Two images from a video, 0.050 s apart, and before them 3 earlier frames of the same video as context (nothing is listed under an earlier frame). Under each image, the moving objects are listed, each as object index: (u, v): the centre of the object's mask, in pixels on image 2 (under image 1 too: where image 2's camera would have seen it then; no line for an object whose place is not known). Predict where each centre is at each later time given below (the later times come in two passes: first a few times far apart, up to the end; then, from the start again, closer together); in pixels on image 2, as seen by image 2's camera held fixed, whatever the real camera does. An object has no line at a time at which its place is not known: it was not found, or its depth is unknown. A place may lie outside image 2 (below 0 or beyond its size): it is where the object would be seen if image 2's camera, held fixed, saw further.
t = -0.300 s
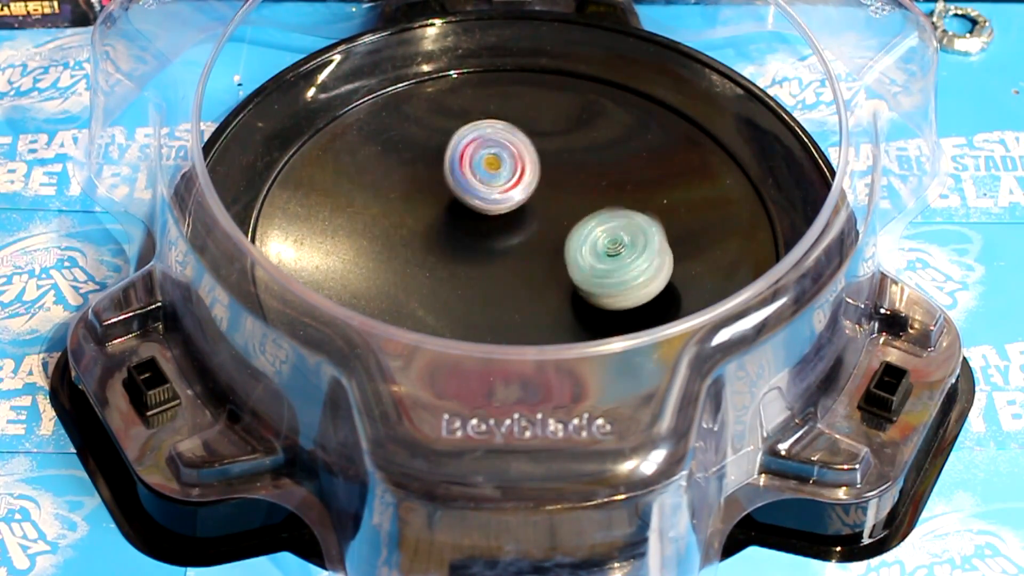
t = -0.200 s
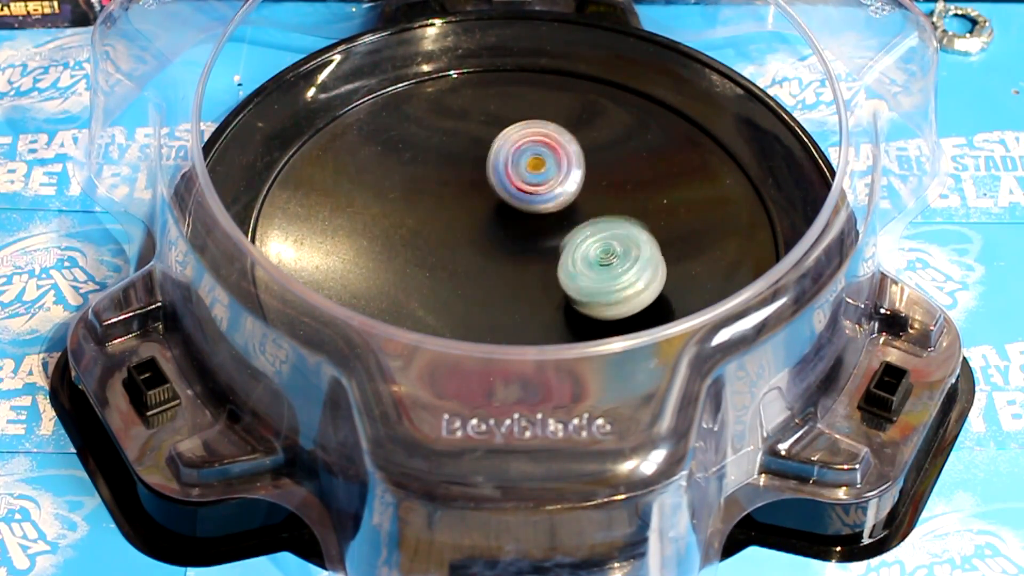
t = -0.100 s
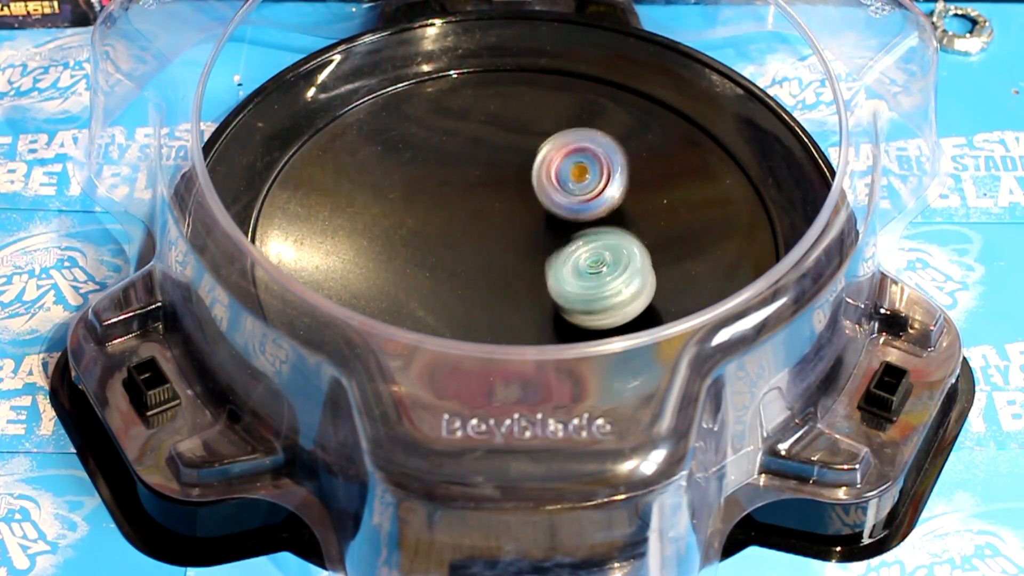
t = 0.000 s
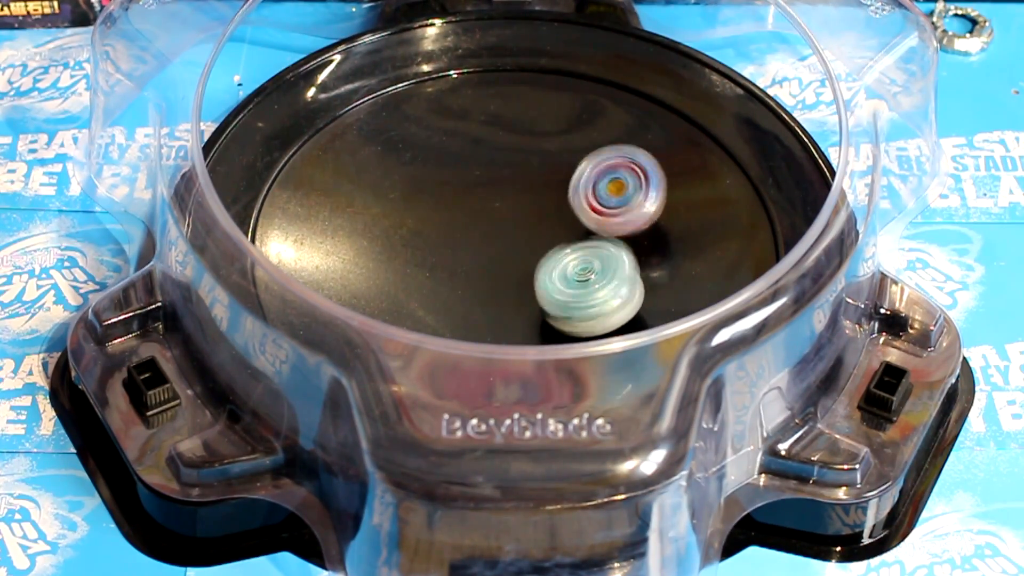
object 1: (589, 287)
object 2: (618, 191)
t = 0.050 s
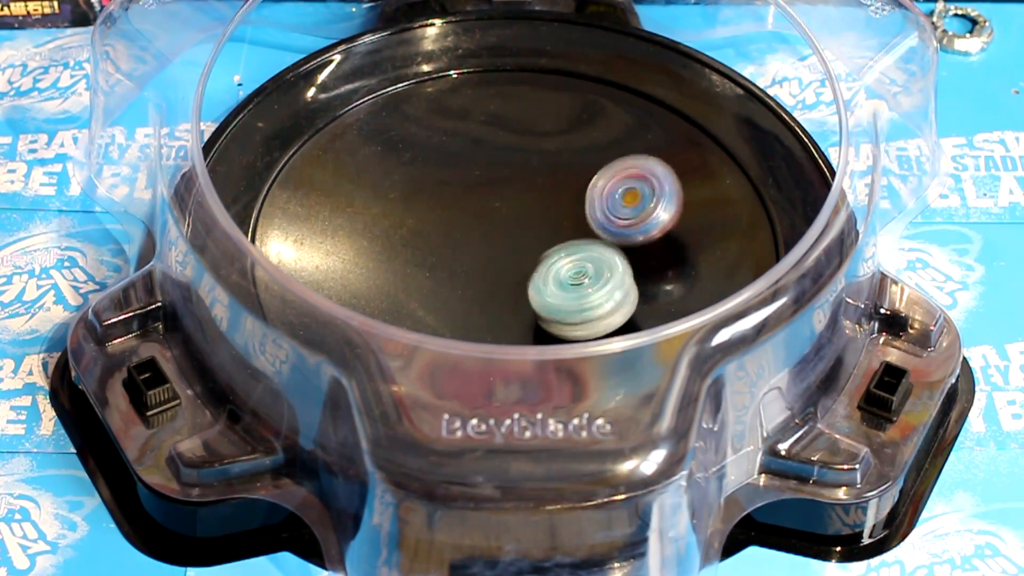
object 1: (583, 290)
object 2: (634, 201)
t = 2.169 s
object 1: (506, 176)
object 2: (596, 241)
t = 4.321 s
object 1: (518, 317)
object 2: (546, 253)
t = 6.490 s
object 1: (613, 193)
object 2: (548, 261)
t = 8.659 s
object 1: (395, 238)
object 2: (719, 218)
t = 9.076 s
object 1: (627, 282)
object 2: (607, 206)
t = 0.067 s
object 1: (581, 292)
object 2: (638, 205)
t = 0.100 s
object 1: (576, 294)
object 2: (645, 213)
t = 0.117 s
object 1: (574, 295)
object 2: (649, 217)
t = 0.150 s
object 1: (570, 297)
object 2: (654, 225)
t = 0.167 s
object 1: (568, 298)
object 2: (656, 229)
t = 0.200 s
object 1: (563, 300)
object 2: (658, 238)
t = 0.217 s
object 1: (561, 300)
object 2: (659, 243)
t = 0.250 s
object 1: (556, 302)
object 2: (658, 252)
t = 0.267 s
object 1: (552, 302)
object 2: (658, 256)
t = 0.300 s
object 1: (548, 303)
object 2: (655, 265)
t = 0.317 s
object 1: (545, 304)
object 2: (652, 270)
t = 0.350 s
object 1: (539, 304)
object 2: (646, 278)
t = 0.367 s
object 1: (537, 305)
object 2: (643, 283)
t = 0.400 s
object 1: (532, 305)
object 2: (635, 290)
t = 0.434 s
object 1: (522, 304)
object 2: (634, 294)
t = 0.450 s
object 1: (517, 305)
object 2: (636, 296)
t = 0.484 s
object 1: (508, 305)
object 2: (634, 299)
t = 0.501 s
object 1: (505, 304)
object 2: (632, 300)
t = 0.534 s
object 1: (497, 304)
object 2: (627, 302)
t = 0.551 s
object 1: (495, 303)
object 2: (624, 302)
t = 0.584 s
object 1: (489, 303)
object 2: (616, 303)
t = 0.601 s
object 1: (485, 302)
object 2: (612, 302)
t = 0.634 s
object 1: (480, 301)
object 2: (602, 304)
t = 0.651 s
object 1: (477, 302)
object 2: (596, 304)
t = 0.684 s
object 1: (472, 300)
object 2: (583, 303)
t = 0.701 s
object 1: (469, 300)
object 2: (577, 303)
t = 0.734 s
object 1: (462, 299)
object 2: (571, 300)
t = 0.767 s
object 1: (455, 297)
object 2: (565, 296)
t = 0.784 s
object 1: (452, 296)
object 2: (561, 294)
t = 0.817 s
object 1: (447, 295)
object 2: (553, 289)
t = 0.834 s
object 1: (446, 293)
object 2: (549, 286)
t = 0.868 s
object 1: (430, 290)
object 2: (567, 278)
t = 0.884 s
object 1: (422, 288)
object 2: (577, 274)
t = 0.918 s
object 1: (411, 284)
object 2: (591, 266)
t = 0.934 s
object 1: (407, 284)
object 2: (597, 262)
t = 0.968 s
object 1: (399, 281)
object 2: (603, 253)
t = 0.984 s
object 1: (397, 280)
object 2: (603, 249)
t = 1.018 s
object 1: (393, 277)
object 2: (605, 239)
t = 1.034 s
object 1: (392, 275)
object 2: (606, 234)
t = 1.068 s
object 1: (390, 273)
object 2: (608, 224)
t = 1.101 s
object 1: (389, 270)
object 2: (610, 216)
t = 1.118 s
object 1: (390, 267)
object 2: (612, 211)
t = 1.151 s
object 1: (393, 265)
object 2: (613, 204)
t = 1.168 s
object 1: (393, 264)
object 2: (614, 202)
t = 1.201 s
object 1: (397, 260)
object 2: (615, 196)
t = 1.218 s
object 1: (399, 260)
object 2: (614, 195)
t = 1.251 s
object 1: (405, 257)
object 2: (614, 193)
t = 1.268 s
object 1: (409, 255)
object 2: (613, 192)
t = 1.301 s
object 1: (414, 251)
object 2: (613, 192)
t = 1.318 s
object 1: (417, 249)
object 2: (612, 191)
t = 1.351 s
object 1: (425, 245)
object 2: (610, 192)
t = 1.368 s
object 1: (428, 245)
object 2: (609, 193)
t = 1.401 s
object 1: (434, 240)
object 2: (607, 193)
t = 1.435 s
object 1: (442, 234)
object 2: (603, 195)
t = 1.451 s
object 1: (447, 233)
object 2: (602, 196)
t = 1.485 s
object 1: (454, 228)
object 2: (600, 197)
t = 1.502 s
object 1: (458, 225)
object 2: (598, 199)
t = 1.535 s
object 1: (465, 219)
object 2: (595, 200)
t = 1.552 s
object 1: (468, 215)
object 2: (593, 200)
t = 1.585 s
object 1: (478, 210)
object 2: (591, 203)
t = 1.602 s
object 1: (481, 208)
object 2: (590, 203)
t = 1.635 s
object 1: (487, 201)
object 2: (588, 206)
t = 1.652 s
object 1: (485, 197)
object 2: (600, 208)
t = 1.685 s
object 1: (480, 190)
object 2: (617, 212)
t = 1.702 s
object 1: (478, 188)
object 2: (625, 216)
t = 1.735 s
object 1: (476, 185)
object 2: (637, 220)
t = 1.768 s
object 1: (474, 181)
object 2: (643, 224)
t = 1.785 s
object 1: (472, 179)
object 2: (643, 227)
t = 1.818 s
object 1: (472, 176)
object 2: (640, 230)
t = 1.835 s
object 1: (473, 176)
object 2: (638, 231)
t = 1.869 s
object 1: (474, 176)
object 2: (633, 232)
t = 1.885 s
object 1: (476, 175)
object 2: (631, 232)
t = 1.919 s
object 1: (478, 175)
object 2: (625, 232)
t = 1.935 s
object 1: (479, 174)
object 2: (623, 233)
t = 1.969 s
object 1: (482, 174)
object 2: (617, 233)
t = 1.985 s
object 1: (485, 175)
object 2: (614, 233)
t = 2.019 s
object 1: (489, 177)
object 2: (608, 233)
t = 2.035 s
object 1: (492, 178)
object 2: (604, 232)
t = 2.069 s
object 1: (496, 180)
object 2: (599, 232)
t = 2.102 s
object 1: (501, 181)
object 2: (592, 231)
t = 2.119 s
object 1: (504, 180)
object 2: (588, 230)
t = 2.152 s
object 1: (507, 177)
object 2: (592, 237)
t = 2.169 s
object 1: (506, 176)
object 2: (596, 241)
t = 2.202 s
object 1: (506, 172)
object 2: (600, 250)
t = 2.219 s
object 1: (507, 170)
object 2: (602, 254)
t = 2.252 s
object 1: (510, 167)
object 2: (602, 260)
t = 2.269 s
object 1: (511, 165)
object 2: (600, 262)
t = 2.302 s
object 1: (515, 163)
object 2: (598, 263)
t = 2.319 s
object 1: (517, 163)
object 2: (596, 263)
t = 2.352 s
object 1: (521, 162)
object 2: (593, 262)
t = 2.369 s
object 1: (523, 161)
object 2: (592, 261)
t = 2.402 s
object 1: (526, 161)
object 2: (591, 259)
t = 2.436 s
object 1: (530, 162)
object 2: (590, 258)
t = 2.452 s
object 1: (531, 162)
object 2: (590, 258)
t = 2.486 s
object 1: (536, 162)
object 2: (590, 256)
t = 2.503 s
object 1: (538, 163)
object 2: (589, 256)
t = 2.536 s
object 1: (543, 164)
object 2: (589, 254)
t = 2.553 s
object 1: (546, 164)
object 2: (589, 253)
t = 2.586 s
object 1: (550, 167)
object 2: (588, 252)
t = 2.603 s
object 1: (552, 168)
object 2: (587, 251)
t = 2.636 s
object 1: (556, 170)
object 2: (587, 250)
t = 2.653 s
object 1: (558, 170)
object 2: (587, 250)
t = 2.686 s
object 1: (562, 171)
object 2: (586, 248)
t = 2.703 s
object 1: (564, 170)
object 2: (586, 248)
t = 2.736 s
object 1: (572, 170)
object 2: (582, 263)
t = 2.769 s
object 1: (578, 161)
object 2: (576, 293)
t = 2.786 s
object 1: (580, 159)
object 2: (573, 304)
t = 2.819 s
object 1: (584, 155)
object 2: (565, 318)
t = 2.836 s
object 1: (585, 154)
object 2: (558, 337)
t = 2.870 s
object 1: (587, 154)
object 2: (551, 345)
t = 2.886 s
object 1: (588, 155)
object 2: (545, 359)
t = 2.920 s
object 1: (589, 156)
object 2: (541, 369)
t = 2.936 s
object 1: (591, 157)
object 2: (539, 371)
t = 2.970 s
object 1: (592, 161)
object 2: (533, 381)
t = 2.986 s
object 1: (593, 162)
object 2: (533, 381)
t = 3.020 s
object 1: (594, 166)
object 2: (531, 380)
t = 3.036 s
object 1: (595, 169)
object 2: (530, 380)
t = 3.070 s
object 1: (595, 174)
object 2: (529, 371)
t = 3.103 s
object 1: (596, 179)
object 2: (526, 366)
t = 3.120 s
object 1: (596, 181)
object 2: (525, 362)
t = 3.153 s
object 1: (597, 187)
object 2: (522, 360)
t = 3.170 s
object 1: (597, 189)
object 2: (520, 347)
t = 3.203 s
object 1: (598, 194)
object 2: (515, 338)
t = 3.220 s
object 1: (599, 197)
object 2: (512, 332)
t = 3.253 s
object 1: (600, 203)
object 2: (511, 318)
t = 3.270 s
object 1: (600, 205)
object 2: (510, 315)
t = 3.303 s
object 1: (601, 211)
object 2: (509, 307)
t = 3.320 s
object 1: (601, 215)
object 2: (507, 302)
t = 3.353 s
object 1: (601, 221)
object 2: (507, 288)
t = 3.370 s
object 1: (601, 224)
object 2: (507, 281)
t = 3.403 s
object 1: (601, 230)
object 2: (509, 266)
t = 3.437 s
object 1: (606, 235)
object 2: (501, 257)
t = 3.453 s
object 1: (610, 236)
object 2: (490, 248)
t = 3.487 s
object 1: (617, 241)
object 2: (473, 234)
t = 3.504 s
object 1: (620, 244)
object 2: (467, 225)
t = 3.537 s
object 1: (622, 249)
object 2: (455, 212)
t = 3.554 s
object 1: (622, 251)
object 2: (453, 207)
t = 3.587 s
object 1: (623, 256)
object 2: (451, 196)
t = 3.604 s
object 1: (622, 259)
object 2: (453, 194)
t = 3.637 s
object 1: (621, 264)
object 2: (459, 191)
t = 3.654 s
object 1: (621, 266)
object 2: (463, 189)
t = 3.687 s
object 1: (618, 271)
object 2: (470, 189)
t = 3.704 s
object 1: (616, 273)
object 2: (475, 189)
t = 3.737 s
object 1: (613, 277)
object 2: (484, 190)
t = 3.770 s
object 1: (610, 280)
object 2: (493, 192)
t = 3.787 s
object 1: (610, 283)
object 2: (498, 193)
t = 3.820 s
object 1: (606, 287)
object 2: (507, 197)
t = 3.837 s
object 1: (604, 287)
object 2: (512, 200)
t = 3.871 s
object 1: (600, 290)
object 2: (523, 205)
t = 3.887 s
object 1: (598, 293)
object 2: (529, 208)
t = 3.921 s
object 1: (593, 295)
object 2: (538, 216)
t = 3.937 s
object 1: (591, 296)
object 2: (543, 220)
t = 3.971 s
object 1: (586, 300)
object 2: (551, 226)
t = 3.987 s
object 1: (583, 302)
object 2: (553, 226)
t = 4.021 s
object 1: (578, 305)
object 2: (558, 228)
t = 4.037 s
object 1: (575, 306)
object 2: (561, 229)
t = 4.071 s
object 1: (569, 309)
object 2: (563, 234)
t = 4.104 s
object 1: (562, 311)
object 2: (563, 239)
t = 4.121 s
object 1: (558, 313)
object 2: (564, 241)
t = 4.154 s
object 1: (550, 315)
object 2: (563, 244)
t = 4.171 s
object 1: (548, 316)
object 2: (563, 245)
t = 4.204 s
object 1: (541, 318)
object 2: (559, 248)
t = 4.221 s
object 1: (537, 318)
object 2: (559, 249)
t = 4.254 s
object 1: (530, 318)
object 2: (554, 252)
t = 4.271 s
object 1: (528, 318)
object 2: (552, 252)
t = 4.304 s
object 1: (522, 318)
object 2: (548, 254)
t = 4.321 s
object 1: (518, 317)
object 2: (546, 253)
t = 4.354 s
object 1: (512, 317)
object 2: (541, 253)
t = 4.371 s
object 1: (509, 318)
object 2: (538, 253)
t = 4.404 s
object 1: (503, 317)
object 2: (534, 253)
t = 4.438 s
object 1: (497, 316)
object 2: (530, 250)
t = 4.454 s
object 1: (493, 314)
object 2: (529, 247)
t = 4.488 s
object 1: (487, 313)
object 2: (526, 244)
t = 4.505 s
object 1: (484, 313)
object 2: (524, 242)
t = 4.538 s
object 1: (478, 312)
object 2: (522, 238)
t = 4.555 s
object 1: (476, 310)
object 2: (522, 235)
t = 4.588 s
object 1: (470, 308)
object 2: (521, 231)
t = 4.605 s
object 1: (467, 307)
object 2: (522, 229)
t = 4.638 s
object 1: (461, 305)
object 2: (522, 226)
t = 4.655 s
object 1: (459, 304)
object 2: (523, 224)
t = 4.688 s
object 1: (455, 300)
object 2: (525, 222)
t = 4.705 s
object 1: (452, 299)
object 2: (525, 221)
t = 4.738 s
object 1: (448, 296)
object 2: (528, 220)
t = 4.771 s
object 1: (445, 292)
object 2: (529, 219)
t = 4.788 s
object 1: (444, 288)
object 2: (531, 219)
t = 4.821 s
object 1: (442, 284)
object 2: (533, 220)
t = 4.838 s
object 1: (440, 282)
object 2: (533, 220)
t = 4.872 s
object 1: (439, 277)
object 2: (536, 220)
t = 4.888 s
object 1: (439, 274)
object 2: (537, 221)
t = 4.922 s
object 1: (438, 269)
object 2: (538, 222)
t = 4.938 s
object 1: (437, 267)
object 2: (539, 223)
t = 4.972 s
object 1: (437, 262)
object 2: (540, 225)
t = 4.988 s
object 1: (437, 259)
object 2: (541, 226)
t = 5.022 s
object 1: (437, 254)
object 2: (541, 230)
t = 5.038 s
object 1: (437, 252)
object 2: (541, 231)
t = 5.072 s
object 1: (437, 247)
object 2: (541, 235)
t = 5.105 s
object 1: (436, 242)
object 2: (543, 237)
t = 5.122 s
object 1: (436, 239)
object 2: (543, 239)
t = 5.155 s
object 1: (435, 234)
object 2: (543, 241)
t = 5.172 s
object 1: (434, 233)
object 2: (543, 242)
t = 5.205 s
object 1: (434, 228)
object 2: (541, 243)
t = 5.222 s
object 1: (435, 225)
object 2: (540, 244)
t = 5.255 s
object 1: (436, 221)
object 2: (539, 244)
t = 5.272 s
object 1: (436, 220)
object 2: (538, 245)
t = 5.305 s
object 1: (437, 216)
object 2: (535, 245)
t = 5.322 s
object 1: (439, 214)
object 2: (534, 245)
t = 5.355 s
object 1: (437, 208)
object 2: (543, 247)
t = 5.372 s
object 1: (436, 206)
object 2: (547, 250)
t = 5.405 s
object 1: (436, 202)
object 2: (553, 252)
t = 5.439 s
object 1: (438, 198)
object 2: (557, 254)
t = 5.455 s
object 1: (439, 195)
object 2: (556, 255)
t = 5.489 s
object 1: (442, 191)
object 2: (555, 257)
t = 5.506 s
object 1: (443, 191)
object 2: (553, 257)
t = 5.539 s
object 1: (447, 189)
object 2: (551, 256)
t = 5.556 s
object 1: (449, 187)
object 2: (551, 255)
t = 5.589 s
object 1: (454, 185)
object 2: (551, 253)
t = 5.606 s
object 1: (456, 185)
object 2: (552, 253)
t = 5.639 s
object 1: (461, 184)
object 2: (553, 253)
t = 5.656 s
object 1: (464, 183)
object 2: (553, 253)
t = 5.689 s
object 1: (470, 182)
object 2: (553, 253)
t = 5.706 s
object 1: (473, 183)
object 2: (553, 254)
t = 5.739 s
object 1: (479, 183)
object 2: (552, 253)
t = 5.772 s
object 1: (486, 182)
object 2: (553, 252)
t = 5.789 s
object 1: (489, 181)
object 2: (553, 252)
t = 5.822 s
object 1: (496, 181)
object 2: (554, 252)
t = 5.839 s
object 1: (499, 181)
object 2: (555, 252)
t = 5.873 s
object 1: (507, 180)
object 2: (555, 252)
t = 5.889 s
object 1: (510, 179)
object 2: (555, 252)
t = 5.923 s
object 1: (518, 179)
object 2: (554, 252)
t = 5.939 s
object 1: (522, 178)
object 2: (555, 252)
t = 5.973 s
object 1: (530, 176)
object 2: (554, 256)
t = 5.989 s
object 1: (534, 176)
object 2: (554, 259)
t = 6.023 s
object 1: (542, 175)
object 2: (550, 262)
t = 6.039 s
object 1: (546, 174)
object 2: (549, 261)
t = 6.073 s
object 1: (554, 173)
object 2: (547, 261)
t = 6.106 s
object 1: (561, 173)
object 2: (547, 259)
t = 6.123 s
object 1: (564, 173)
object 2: (549, 259)
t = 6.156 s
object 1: (571, 173)
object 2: (551, 258)
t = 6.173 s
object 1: (574, 172)
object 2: (552, 257)
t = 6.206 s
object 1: (580, 173)
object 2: (555, 258)
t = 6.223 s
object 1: (583, 174)
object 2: (556, 259)
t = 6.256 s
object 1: (588, 175)
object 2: (558, 258)
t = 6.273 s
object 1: (590, 175)
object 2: (559, 259)
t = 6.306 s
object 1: (594, 176)
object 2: (557, 261)
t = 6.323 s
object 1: (597, 178)
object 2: (557, 261)
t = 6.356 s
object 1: (600, 180)
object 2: (556, 262)
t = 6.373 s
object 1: (602, 181)
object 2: (554, 263)
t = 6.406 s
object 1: (605, 184)
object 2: (553, 262)
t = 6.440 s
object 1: (608, 188)
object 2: (550, 263)
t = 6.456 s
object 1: (610, 189)
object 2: (548, 261)
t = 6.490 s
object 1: (613, 193)
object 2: (548, 261)
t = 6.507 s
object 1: (613, 195)
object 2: (547, 260)
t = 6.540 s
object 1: (616, 199)
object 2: (546, 258)
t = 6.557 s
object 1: (617, 200)
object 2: (547, 257)
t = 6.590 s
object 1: (626, 200)
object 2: (527, 272)
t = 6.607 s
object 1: (632, 199)
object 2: (512, 280)
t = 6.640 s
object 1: (640, 196)
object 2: (482, 296)
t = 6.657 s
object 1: (642, 195)
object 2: (468, 301)
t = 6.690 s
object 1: (645, 198)
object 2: (444, 307)
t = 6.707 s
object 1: (647, 199)
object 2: (435, 309)
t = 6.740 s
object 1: (648, 203)
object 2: (421, 310)
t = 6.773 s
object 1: (649, 206)
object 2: (409, 309)
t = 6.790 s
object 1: (649, 209)
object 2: (402, 309)
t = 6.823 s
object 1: (648, 212)
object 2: (393, 305)
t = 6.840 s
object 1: (648, 213)
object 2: (389, 304)
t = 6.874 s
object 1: (646, 217)
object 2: (383, 300)
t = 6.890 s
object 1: (645, 221)
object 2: (381, 298)
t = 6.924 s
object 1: (642, 225)
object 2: (379, 292)
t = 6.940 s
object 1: (639, 227)
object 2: (378, 289)
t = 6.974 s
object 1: (636, 233)
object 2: (382, 285)
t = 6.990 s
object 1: (635, 236)
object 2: (384, 282)
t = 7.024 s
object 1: (631, 240)
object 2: (389, 275)
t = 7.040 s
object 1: (629, 243)
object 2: (394, 272)
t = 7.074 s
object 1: (625, 248)
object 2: (404, 265)
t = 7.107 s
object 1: (620, 253)
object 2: (416, 258)
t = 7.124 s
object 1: (617, 255)
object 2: (424, 256)
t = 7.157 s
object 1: (610, 261)
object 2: (439, 250)
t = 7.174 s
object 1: (607, 264)
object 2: (447, 249)
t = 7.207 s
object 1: (600, 270)
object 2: (465, 245)
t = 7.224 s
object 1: (595, 273)
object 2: (474, 242)
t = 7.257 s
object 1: (589, 279)
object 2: (493, 240)
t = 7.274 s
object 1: (586, 282)
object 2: (500, 238)
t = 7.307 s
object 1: (584, 292)
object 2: (509, 224)
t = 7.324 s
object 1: (582, 297)
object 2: (513, 219)
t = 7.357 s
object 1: (578, 303)
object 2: (522, 206)
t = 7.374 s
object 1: (574, 305)
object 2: (528, 202)
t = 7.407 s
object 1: (568, 309)
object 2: (540, 196)
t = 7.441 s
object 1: (563, 313)
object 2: (552, 195)
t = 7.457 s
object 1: (561, 313)
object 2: (557, 196)
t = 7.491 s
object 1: (556, 315)
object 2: (568, 199)
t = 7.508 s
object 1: (553, 316)
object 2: (573, 202)
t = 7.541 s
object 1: (546, 318)
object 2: (581, 209)
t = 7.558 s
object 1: (542, 318)
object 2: (584, 213)
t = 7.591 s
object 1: (536, 328)
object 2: (589, 220)
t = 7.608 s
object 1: (535, 328)
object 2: (591, 225)
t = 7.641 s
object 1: (530, 319)
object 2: (594, 235)
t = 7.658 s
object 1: (526, 327)
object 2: (593, 240)
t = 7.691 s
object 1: (521, 318)
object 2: (591, 250)
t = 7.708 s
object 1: (517, 317)
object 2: (589, 255)
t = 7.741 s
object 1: (510, 317)
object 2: (584, 265)
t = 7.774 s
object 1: (505, 317)
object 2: (577, 273)
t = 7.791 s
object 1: (498, 317)
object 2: (587, 268)
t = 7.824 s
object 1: (468, 327)
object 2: (630, 244)
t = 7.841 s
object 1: (456, 330)
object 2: (649, 234)
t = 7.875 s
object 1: (432, 332)
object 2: (675, 217)
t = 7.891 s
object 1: (422, 331)
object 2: (687, 209)
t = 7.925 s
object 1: (407, 330)
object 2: (708, 198)
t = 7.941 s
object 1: (400, 327)
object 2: (714, 195)
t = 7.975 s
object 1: (388, 323)
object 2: (719, 189)
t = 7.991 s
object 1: (385, 321)
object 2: (720, 185)
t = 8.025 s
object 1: (382, 315)
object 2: (721, 183)
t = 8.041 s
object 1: (382, 313)
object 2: (720, 183)
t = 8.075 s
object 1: (384, 304)
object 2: (716, 185)
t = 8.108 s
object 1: (392, 294)
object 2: (711, 190)
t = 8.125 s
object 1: (395, 293)
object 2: (707, 193)
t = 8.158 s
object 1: (405, 287)
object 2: (695, 198)
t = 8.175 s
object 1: (409, 281)
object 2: (688, 199)
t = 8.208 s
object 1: (421, 273)
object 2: (672, 203)
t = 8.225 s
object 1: (431, 268)
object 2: (663, 206)
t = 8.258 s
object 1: (449, 256)
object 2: (642, 210)
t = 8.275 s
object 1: (458, 250)
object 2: (632, 210)
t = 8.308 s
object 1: (475, 241)
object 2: (609, 212)
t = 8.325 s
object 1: (485, 234)
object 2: (598, 212)
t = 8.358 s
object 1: (488, 220)
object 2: (604, 211)
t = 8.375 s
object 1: (475, 208)
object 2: (631, 206)
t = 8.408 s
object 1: (456, 194)
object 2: (675, 202)
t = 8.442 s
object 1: (436, 195)
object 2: (715, 201)
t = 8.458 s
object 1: (425, 196)
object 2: (729, 199)
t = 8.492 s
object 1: (409, 187)
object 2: (744, 198)
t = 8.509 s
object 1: (402, 189)
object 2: (748, 199)
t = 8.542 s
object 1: (390, 192)
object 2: (751, 204)
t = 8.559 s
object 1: (387, 197)
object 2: (749, 207)
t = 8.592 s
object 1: (382, 207)
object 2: (742, 212)
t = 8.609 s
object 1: (383, 215)
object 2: (737, 214)
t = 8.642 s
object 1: (389, 228)
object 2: (725, 217)
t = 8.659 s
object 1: (395, 238)
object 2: (719, 218)
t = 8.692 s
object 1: (416, 252)
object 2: (708, 222)
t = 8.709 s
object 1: (426, 262)
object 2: (701, 225)
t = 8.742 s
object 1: (455, 276)
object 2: (685, 231)
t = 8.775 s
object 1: (488, 292)
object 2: (667, 236)
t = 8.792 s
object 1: (509, 291)
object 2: (658, 239)
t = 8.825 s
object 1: (545, 289)
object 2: (643, 244)
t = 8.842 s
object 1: (560, 294)
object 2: (634, 246)
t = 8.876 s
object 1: (584, 298)
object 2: (631, 236)
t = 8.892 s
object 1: (595, 295)
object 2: (634, 229)
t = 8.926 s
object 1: (610, 297)
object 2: (636, 219)
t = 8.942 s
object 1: (616, 300)
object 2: (635, 215)
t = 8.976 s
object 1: (626, 292)
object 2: (632, 208)
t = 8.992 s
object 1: (627, 293)
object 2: (628, 207)
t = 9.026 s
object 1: (630, 289)
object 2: (620, 206)
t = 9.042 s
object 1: (629, 286)
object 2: (615, 205)
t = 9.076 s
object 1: (627, 282)
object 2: (607, 206)
